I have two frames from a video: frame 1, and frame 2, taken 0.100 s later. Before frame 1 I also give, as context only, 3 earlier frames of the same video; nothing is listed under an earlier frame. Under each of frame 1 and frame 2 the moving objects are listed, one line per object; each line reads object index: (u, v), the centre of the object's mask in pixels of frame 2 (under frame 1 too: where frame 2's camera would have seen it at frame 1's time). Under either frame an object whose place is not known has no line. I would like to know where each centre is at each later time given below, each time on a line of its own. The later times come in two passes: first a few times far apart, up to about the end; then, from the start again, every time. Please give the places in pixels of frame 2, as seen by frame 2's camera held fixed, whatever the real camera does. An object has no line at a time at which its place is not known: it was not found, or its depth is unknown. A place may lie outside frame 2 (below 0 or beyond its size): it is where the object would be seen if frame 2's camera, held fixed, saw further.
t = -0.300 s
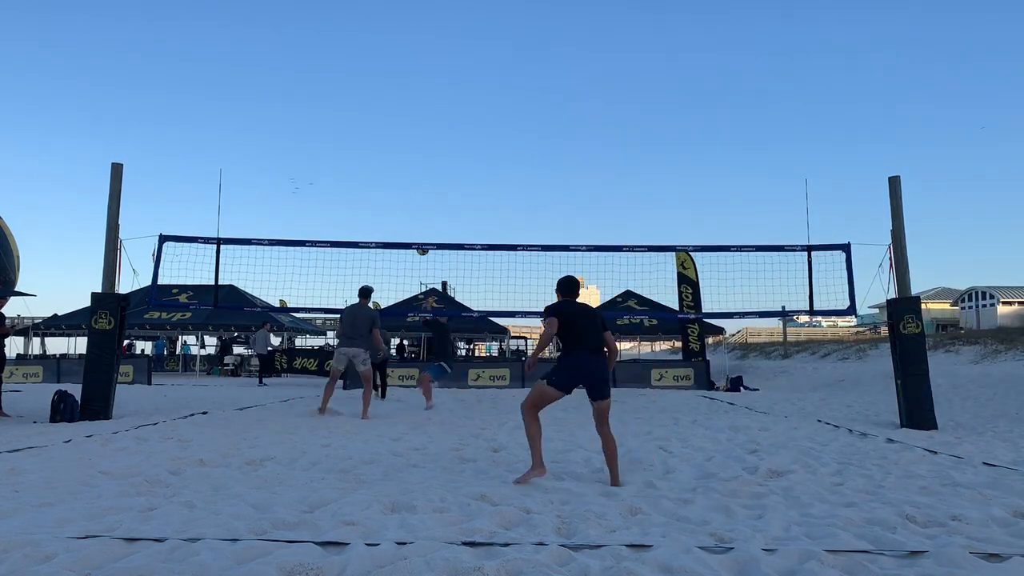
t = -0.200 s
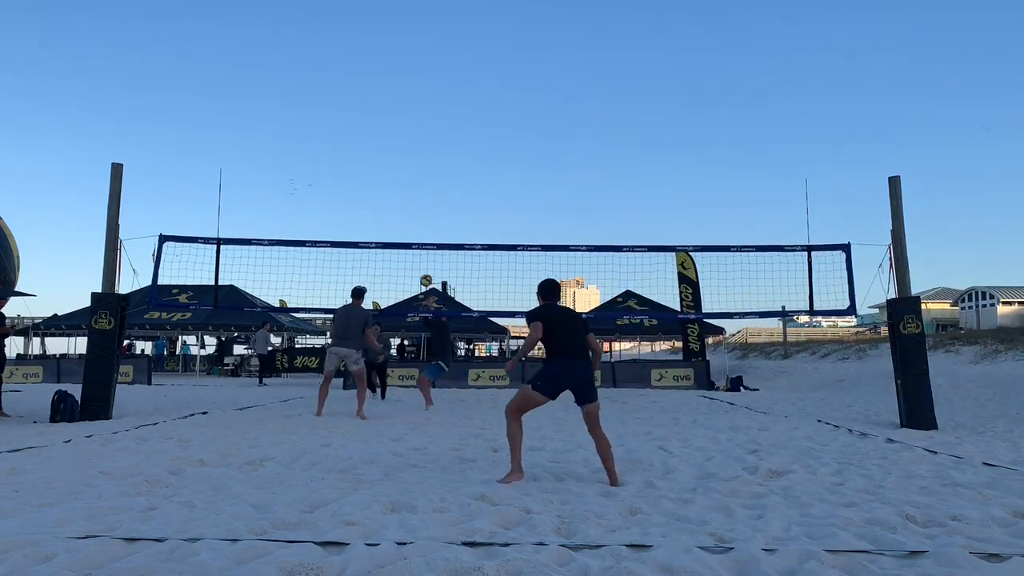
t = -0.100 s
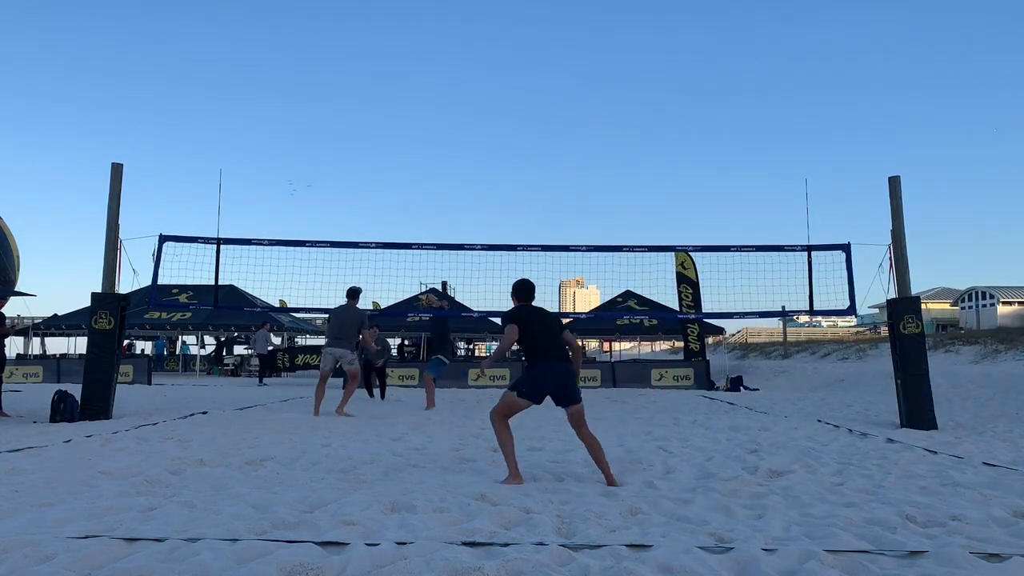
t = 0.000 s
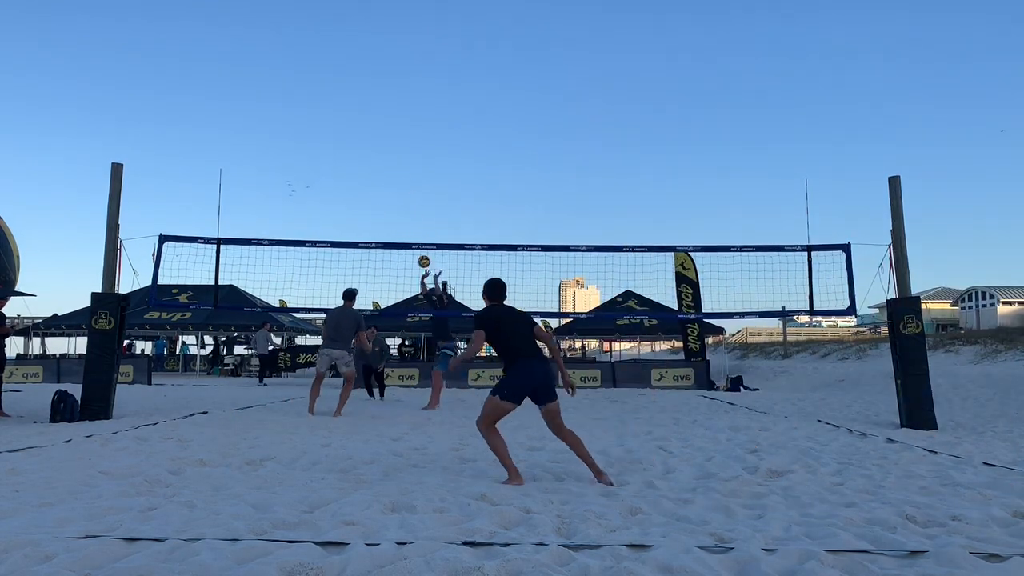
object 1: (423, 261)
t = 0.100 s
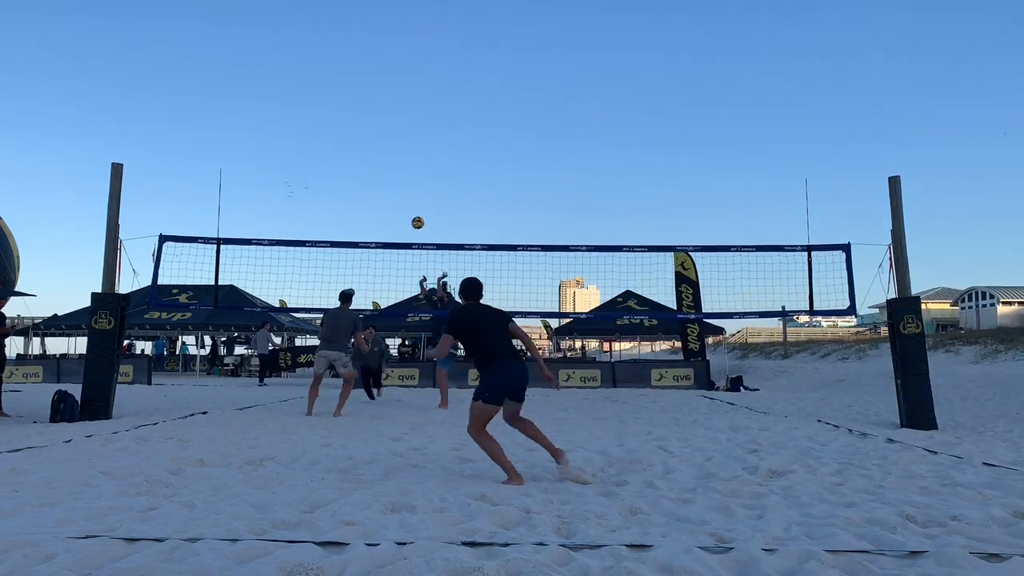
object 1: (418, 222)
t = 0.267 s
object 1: (407, 172)
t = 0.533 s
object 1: (390, 125)
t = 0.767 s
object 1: (373, 120)
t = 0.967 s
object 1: (357, 143)
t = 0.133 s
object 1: (416, 211)
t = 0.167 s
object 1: (413, 200)
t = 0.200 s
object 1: (411, 190)
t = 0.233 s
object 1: (409, 180)
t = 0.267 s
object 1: (407, 172)
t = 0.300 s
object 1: (406, 163)
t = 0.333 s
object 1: (403, 156)
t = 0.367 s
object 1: (401, 149)
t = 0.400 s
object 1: (399, 143)
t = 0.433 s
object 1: (397, 138)
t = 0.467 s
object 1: (395, 133)
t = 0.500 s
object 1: (392, 129)
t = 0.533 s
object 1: (390, 125)
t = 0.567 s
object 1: (388, 123)
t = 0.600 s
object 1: (385, 120)
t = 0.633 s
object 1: (383, 119)
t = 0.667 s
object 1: (381, 118)
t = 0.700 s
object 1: (378, 118)
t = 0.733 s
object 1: (376, 119)
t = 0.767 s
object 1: (373, 120)
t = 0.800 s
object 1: (371, 122)
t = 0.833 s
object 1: (368, 125)
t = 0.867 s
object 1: (366, 129)
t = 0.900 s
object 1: (363, 133)
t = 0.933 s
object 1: (360, 138)
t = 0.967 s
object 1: (357, 143)
